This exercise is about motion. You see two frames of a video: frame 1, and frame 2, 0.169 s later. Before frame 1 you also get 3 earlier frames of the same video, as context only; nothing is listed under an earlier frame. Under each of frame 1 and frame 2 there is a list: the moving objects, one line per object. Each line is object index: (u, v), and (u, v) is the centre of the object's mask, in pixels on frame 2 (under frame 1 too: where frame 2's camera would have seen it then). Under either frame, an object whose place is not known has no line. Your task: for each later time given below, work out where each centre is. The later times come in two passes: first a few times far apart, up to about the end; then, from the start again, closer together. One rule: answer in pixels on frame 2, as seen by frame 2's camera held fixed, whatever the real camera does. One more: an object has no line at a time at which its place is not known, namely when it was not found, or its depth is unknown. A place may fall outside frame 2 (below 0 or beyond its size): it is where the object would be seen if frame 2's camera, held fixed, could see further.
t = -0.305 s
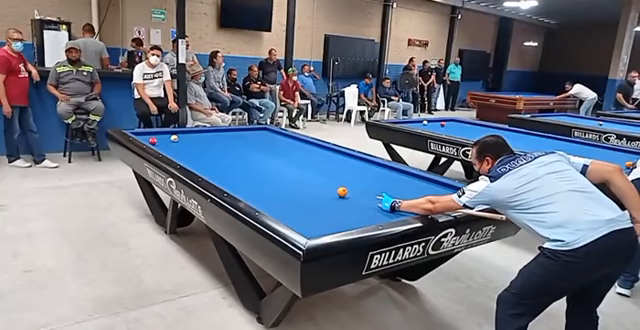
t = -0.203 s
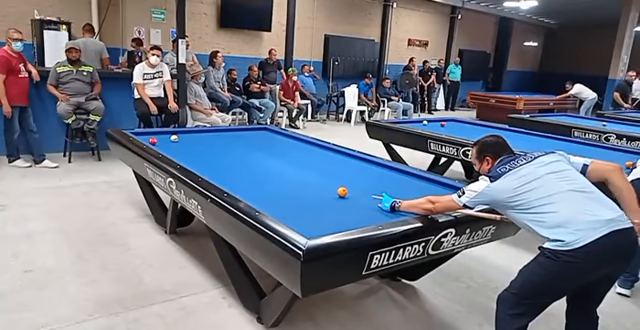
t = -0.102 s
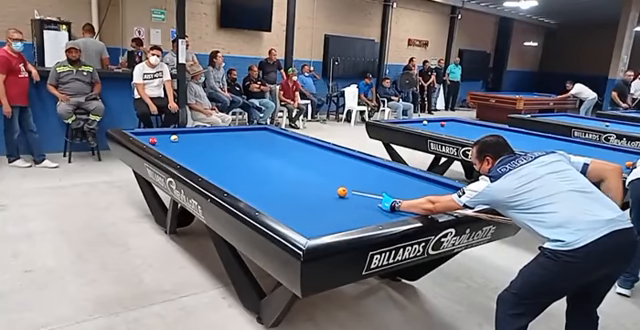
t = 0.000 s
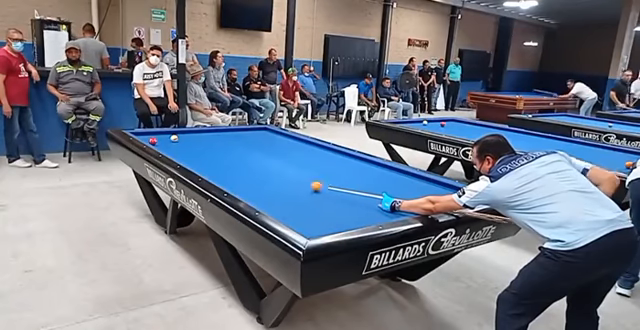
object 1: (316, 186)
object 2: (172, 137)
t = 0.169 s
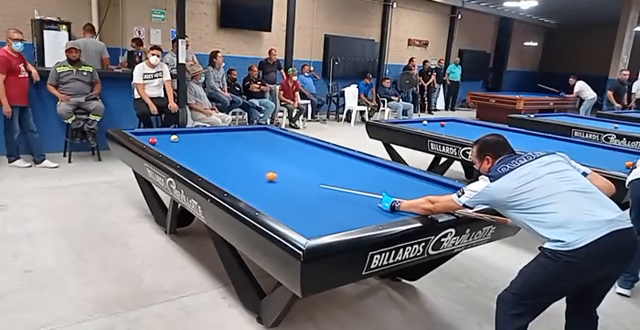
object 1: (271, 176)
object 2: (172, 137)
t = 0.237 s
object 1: (255, 173)
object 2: (173, 137)
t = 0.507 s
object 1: (194, 160)
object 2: (173, 138)
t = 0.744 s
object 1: (175, 150)
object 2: (173, 138)
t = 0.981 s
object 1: (172, 141)
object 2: (174, 137)
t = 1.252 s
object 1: (154, 136)
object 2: (185, 135)
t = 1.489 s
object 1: (138, 132)
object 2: (195, 131)
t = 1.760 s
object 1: (139, 133)
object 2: (206, 130)
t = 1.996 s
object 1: (147, 137)
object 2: (218, 131)
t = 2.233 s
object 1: (154, 138)
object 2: (230, 132)
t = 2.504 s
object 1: (162, 141)
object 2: (244, 133)
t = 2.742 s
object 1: (169, 143)
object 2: (254, 133)
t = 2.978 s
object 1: (176, 145)
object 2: (264, 134)
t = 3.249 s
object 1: (184, 147)
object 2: (276, 134)
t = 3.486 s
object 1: (191, 149)
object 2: (286, 135)
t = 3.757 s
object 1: (199, 151)
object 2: (287, 136)
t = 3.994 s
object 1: (206, 153)
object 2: (285, 137)
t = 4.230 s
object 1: (213, 155)
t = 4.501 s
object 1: (221, 157)
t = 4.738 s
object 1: (227, 159)
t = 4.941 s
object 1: (233, 160)
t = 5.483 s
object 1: (247, 164)
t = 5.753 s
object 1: (254, 166)
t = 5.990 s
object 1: (260, 168)
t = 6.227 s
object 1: (266, 169)
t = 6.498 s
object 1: (272, 171)
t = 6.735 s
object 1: (277, 172)
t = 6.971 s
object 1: (283, 174)
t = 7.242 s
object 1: (288, 175)
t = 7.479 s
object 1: (293, 177)
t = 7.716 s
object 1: (296, 178)
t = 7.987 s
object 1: (301, 180)
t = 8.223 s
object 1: (305, 181)
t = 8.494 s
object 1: (309, 182)
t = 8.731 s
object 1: (312, 183)
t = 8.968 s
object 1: (315, 184)
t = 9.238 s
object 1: (317, 185)
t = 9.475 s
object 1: (319, 185)
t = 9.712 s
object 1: (321, 186)
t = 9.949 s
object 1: (322, 186)
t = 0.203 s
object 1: (263, 175)
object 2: (172, 137)
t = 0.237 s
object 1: (255, 173)
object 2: (173, 137)
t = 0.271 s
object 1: (247, 171)
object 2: (172, 137)
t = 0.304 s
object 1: (239, 170)
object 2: (172, 137)
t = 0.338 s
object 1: (231, 168)
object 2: (172, 137)
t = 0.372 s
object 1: (223, 166)
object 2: (172, 137)
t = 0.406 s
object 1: (216, 165)
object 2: (172, 138)
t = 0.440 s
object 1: (209, 164)
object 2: (172, 138)
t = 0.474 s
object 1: (201, 162)
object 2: (173, 138)
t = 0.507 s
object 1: (194, 160)
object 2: (173, 138)
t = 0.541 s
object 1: (187, 158)
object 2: (173, 138)
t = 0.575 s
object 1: (180, 157)
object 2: (173, 138)
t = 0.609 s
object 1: (175, 155)
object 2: (173, 138)
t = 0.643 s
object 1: (175, 154)
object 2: (173, 137)
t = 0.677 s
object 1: (176, 152)
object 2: (173, 138)
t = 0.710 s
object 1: (176, 151)
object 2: (173, 138)
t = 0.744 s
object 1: (175, 150)
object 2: (173, 138)
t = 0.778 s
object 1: (175, 148)
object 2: (173, 138)
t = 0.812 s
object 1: (175, 147)
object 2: (173, 138)
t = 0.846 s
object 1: (174, 146)
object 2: (173, 138)
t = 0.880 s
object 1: (174, 145)
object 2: (173, 138)
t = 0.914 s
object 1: (173, 143)
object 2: (173, 137)
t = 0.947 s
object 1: (172, 142)
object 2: (174, 137)
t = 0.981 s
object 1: (172, 141)
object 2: (174, 137)
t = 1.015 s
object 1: (171, 140)
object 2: (173, 137)
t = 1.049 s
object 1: (171, 139)
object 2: (174, 137)
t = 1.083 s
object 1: (167, 139)
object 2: (177, 137)
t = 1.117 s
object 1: (163, 138)
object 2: (179, 136)
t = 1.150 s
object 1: (161, 138)
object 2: (180, 136)
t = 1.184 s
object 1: (158, 137)
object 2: (182, 135)
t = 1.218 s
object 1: (156, 136)
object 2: (184, 135)
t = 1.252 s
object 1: (154, 136)
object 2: (185, 135)
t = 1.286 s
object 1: (151, 135)
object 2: (186, 134)
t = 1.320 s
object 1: (148, 135)
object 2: (188, 134)
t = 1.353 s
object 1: (146, 134)
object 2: (189, 133)
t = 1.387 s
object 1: (144, 134)
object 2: (190, 133)
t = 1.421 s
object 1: (142, 133)
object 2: (191, 133)
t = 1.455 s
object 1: (140, 132)
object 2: (193, 132)
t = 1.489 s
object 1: (138, 132)
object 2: (195, 131)
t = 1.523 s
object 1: (137, 132)
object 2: (196, 131)
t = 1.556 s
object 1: (137, 132)
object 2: (197, 130)
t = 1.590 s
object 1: (137, 132)
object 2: (198, 130)
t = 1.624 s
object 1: (137, 132)
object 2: (199, 130)
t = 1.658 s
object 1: (137, 132)
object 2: (200, 130)
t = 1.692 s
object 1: (138, 133)
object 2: (202, 130)
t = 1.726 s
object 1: (138, 133)
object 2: (204, 130)
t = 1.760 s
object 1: (139, 133)
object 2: (206, 130)
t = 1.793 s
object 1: (140, 134)
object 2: (208, 130)
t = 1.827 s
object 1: (142, 135)
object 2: (209, 130)
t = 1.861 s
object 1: (142, 136)
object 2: (211, 130)
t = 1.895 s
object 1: (143, 136)
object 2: (213, 130)
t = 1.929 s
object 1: (145, 136)
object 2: (215, 131)
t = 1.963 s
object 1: (146, 137)
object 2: (217, 131)
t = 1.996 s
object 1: (147, 137)
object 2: (218, 131)
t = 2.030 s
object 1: (147, 137)
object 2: (220, 131)
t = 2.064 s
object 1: (148, 137)
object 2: (222, 131)
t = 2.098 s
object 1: (149, 137)
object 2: (224, 131)
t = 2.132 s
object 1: (150, 137)
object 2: (225, 131)
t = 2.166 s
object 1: (150, 137)
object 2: (227, 131)
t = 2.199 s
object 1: (152, 138)
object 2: (229, 131)
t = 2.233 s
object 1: (154, 138)
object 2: (230, 132)
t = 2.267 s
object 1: (155, 138)
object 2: (232, 132)
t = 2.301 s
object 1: (156, 139)
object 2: (234, 132)
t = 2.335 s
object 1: (157, 139)
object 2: (235, 132)
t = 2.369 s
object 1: (158, 139)
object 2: (237, 132)
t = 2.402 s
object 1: (159, 140)
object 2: (239, 132)
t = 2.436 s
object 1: (160, 140)
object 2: (240, 132)
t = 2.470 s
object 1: (161, 140)
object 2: (242, 133)
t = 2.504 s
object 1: (162, 141)
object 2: (244, 133)
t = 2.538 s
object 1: (163, 141)
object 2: (245, 132)
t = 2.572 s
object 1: (164, 141)
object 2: (246, 133)
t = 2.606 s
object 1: (165, 142)
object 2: (248, 133)
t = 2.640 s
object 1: (166, 142)
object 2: (250, 133)
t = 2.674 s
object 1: (167, 142)
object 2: (251, 133)
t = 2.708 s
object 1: (168, 142)
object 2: (253, 133)
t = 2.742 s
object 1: (169, 143)
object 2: (254, 133)
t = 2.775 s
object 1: (170, 143)
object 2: (256, 133)
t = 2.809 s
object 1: (171, 143)
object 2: (258, 133)
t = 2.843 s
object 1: (172, 144)
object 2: (259, 133)
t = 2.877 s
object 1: (173, 144)
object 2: (260, 133)
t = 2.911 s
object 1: (174, 144)
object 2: (262, 133)
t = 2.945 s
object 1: (175, 144)
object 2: (263, 133)
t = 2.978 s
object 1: (176, 145)
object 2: (264, 134)
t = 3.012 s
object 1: (177, 145)
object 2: (266, 134)
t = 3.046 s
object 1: (178, 145)
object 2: (267, 134)
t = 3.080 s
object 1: (179, 146)
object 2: (269, 134)
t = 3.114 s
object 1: (180, 146)
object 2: (271, 134)
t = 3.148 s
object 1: (181, 146)
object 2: (272, 134)
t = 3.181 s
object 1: (182, 146)
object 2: (273, 134)
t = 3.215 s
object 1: (183, 147)
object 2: (275, 134)
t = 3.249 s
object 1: (184, 147)
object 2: (276, 134)
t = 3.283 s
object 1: (185, 147)
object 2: (278, 135)
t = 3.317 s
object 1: (186, 147)
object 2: (279, 135)
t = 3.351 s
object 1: (187, 148)
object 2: (280, 135)
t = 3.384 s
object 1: (188, 148)
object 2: (282, 135)
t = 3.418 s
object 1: (189, 148)
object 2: (284, 135)
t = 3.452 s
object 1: (190, 149)
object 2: (285, 135)
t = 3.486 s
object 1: (191, 149)
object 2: (286, 135)
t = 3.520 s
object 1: (192, 149)
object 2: (288, 135)
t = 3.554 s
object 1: (193, 149)
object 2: (288, 135)
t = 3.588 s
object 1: (194, 150)
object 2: (288, 135)
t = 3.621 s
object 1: (195, 150)
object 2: (288, 135)
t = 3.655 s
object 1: (196, 150)
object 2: (288, 136)
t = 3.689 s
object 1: (198, 151)
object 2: (288, 135)
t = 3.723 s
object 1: (198, 151)
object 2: (287, 136)
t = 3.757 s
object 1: (199, 151)
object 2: (287, 136)
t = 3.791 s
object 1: (200, 151)
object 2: (287, 136)
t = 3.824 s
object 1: (201, 152)
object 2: (287, 136)
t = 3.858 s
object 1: (202, 152)
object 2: (286, 136)
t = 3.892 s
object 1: (203, 152)
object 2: (286, 137)
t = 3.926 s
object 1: (204, 153)
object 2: (286, 137)
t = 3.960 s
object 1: (205, 153)
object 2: (286, 137)
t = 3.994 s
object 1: (206, 153)
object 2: (285, 137)
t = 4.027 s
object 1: (207, 153)
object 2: (285, 137)
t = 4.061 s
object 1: (208, 153)
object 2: (285, 137)
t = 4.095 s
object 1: (209, 154)
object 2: (285, 137)
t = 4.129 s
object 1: (210, 154)
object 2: (285, 137)
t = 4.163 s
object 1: (211, 154)
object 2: (284, 138)
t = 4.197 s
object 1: (212, 155)
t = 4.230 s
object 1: (213, 155)
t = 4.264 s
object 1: (214, 155)
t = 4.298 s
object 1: (215, 155)
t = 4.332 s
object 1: (216, 155)
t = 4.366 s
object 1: (217, 156)
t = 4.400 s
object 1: (218, 156)
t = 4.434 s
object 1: (219, 156)
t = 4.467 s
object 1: (220, 157)
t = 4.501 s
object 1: (221, 157)
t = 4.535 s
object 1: (222, 157)
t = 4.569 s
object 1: (222, 157)
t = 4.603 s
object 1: (224, 158)
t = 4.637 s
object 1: (225, 158)
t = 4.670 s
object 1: (226, 158)
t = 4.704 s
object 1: (226, 159)
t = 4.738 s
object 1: (227, 159)
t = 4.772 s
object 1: (228, 159)
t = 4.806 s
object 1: (228, 159)
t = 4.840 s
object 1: (230, 159)
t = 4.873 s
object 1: (230, 160)
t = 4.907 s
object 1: (232, 160)
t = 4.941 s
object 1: (233, 160)
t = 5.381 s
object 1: (244, 164)
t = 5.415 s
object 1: (246, 164)
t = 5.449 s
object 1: (246, 164)
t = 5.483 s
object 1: (247, 164)
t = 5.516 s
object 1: (248, 165)
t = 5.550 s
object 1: (249, 165)
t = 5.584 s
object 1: (250, 165)
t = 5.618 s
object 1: (251, 165)
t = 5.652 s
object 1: (252, 165)
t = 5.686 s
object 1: (252, 166)
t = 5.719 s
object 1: (253, 166)
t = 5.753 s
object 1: (254, 166)
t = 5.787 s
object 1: (255, 166)
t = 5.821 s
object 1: (256, 166)
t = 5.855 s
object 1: (257, 167)
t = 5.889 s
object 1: (257, 167)
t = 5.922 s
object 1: (259, 167)
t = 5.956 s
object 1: (259, 167)
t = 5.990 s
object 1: (260, 168)
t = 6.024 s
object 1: (261, 168)
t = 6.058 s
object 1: (262, 168)
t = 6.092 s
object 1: (262, 168)
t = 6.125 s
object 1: (263, 169)
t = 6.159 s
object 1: (264, 169)
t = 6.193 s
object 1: (265, 169)
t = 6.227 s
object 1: (266, 169)
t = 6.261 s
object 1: (267, 170)
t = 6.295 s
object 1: (267, 170)
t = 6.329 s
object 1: (268, 170)
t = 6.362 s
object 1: (269, 170)
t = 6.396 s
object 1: (269, 170)
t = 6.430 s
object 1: (270, 171)
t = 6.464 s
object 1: (271, 171)
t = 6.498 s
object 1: (272, 171)
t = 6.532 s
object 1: (273, 171)
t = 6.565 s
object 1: (274, 171)
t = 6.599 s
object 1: (274, 172)
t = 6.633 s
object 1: (275, 172)
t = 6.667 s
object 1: (276, 172)
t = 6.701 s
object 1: (277, 172)
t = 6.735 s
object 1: (277, 172)
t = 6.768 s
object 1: (278, 173)
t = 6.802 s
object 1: (278, 173)
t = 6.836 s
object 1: (279, 173)
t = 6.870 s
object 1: (280, 173)
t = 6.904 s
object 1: (281, 174)
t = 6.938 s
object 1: (281, 174)
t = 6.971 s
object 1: (283, 174)
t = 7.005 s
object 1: (283, 174)
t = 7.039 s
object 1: (284, 174)
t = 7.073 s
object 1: (284, 174)
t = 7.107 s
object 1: (285, 175)
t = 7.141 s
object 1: (286, 175)
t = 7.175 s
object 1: (286, 175)
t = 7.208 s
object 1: (287, 175)
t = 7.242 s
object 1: (288, 175)
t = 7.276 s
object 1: (289, 176)
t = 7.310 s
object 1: (289, 176)
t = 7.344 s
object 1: (290, 176)
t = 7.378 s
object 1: (290, 176)
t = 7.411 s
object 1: (291, 176)
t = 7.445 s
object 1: (292, 177)
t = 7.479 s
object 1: (293, 177)
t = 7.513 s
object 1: (293, 177)
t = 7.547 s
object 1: (294, 177)
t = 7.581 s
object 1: (294, 178)
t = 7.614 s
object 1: (295, 178)
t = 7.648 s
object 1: (295, 178)
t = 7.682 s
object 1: (296, 178)
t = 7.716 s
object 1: (296, 178)
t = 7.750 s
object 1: (297, 178)
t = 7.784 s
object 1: (298, 178)
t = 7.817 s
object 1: (298, 179)
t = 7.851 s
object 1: (299, 179)
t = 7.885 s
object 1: (299, 179)
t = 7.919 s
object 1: (300, 179)
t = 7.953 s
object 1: (301, 180)
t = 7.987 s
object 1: (301, 180)
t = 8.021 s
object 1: (302, 180)
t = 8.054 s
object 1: (302, 180)
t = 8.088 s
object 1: (303, 180)
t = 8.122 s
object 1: (303, 180)
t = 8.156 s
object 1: (304, 180)
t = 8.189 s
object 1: (305, 181)
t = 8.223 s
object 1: (305, 181)
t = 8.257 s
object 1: (306, 181)
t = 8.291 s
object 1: (306, 181)
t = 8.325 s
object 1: (306, 181)
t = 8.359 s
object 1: (307, 181)
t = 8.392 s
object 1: (308, 181)
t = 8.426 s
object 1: (308, 182)
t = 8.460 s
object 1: (308, 182)
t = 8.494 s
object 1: (309, 182)
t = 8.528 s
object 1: (309, 182)
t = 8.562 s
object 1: (310, 182)
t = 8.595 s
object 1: (310, 182)
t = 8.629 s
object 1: (311, 183)
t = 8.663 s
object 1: (311, 183)
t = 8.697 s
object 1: (311, 183)
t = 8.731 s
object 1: (312, 183)
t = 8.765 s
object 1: (312, 183)
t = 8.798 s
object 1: (313, 183)
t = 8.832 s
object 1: (313, 183)
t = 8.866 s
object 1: (314, 183)
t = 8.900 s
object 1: (314, 184)
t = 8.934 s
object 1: (314, 184)
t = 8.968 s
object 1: (315, 184)
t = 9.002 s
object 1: (315, 184)
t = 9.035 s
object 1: (315, 184)
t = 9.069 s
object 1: (316, 184)
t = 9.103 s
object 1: (316, 184)
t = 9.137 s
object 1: (316, 184)
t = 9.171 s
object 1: (316, 184)
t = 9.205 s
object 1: (317, 185)
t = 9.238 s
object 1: (317, 185)
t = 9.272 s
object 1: (317, 185)
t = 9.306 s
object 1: (318, 185)
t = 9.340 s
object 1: (318, 185)
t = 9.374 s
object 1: (318, 185)
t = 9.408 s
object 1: (319, 185)
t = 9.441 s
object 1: (319, 185)
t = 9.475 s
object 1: (319, 185)
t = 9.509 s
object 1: (319, 185)
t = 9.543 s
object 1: (320, 185)
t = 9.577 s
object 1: (320, 185)
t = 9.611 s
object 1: (320, 185)
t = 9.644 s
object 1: (321, 186)
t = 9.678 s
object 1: (321, 186)
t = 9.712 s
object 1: (321, 186)
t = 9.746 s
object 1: (321, 186)
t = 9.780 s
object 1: (321, 186)
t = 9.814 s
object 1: (321, 186)
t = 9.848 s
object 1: (322, 186)
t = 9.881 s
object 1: (322, 186)
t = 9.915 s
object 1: (322, 186)
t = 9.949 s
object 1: (322, 186)
